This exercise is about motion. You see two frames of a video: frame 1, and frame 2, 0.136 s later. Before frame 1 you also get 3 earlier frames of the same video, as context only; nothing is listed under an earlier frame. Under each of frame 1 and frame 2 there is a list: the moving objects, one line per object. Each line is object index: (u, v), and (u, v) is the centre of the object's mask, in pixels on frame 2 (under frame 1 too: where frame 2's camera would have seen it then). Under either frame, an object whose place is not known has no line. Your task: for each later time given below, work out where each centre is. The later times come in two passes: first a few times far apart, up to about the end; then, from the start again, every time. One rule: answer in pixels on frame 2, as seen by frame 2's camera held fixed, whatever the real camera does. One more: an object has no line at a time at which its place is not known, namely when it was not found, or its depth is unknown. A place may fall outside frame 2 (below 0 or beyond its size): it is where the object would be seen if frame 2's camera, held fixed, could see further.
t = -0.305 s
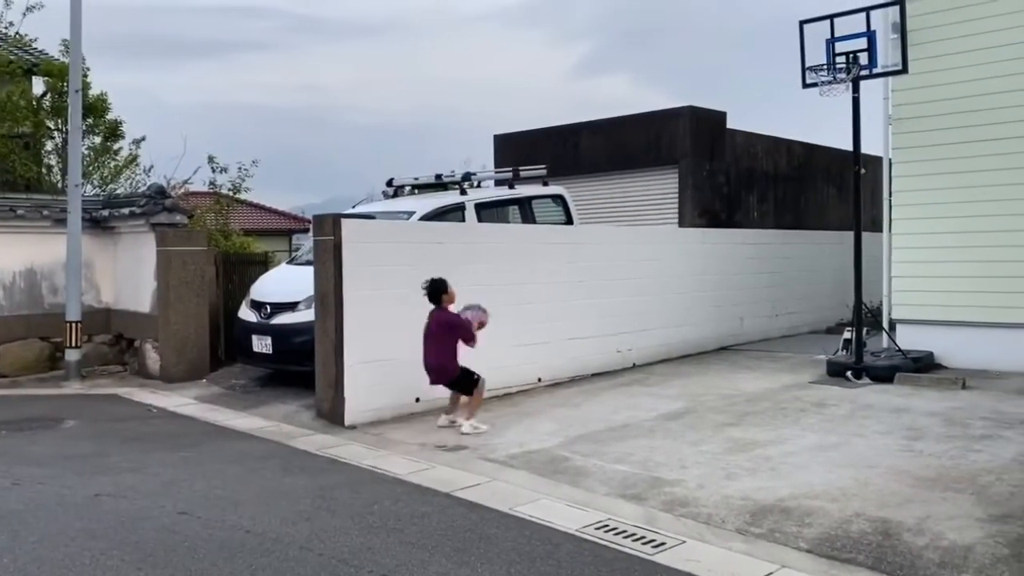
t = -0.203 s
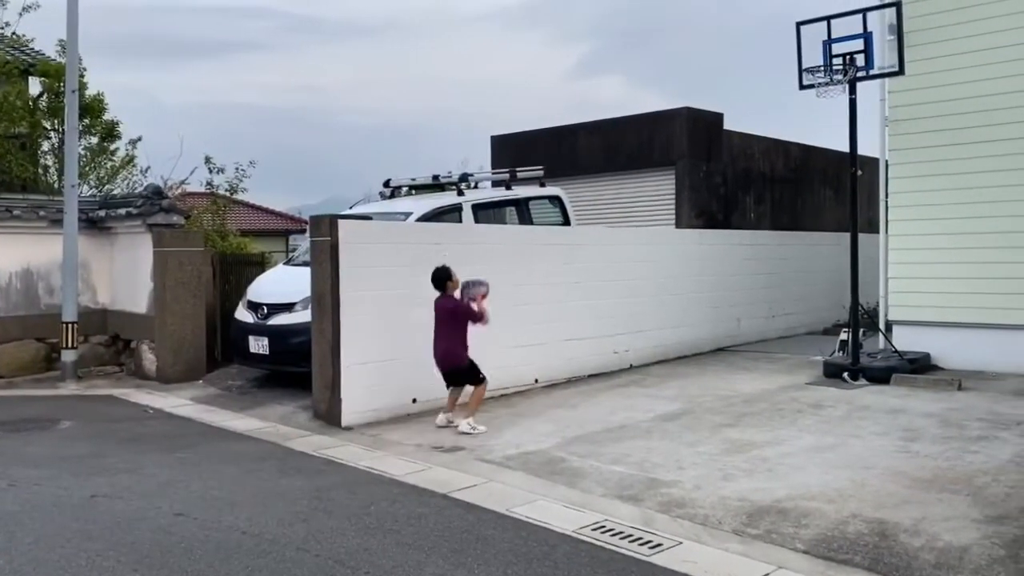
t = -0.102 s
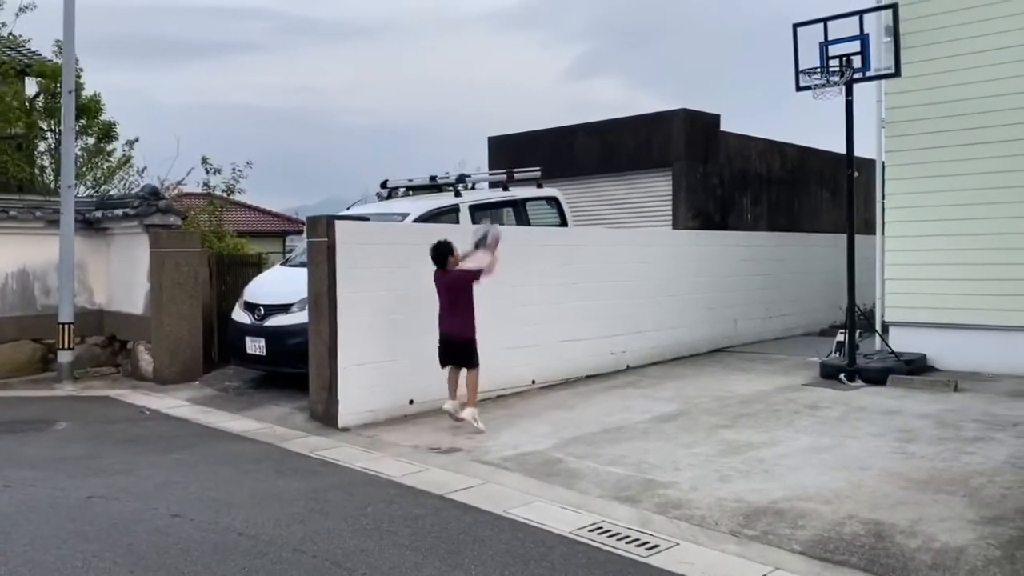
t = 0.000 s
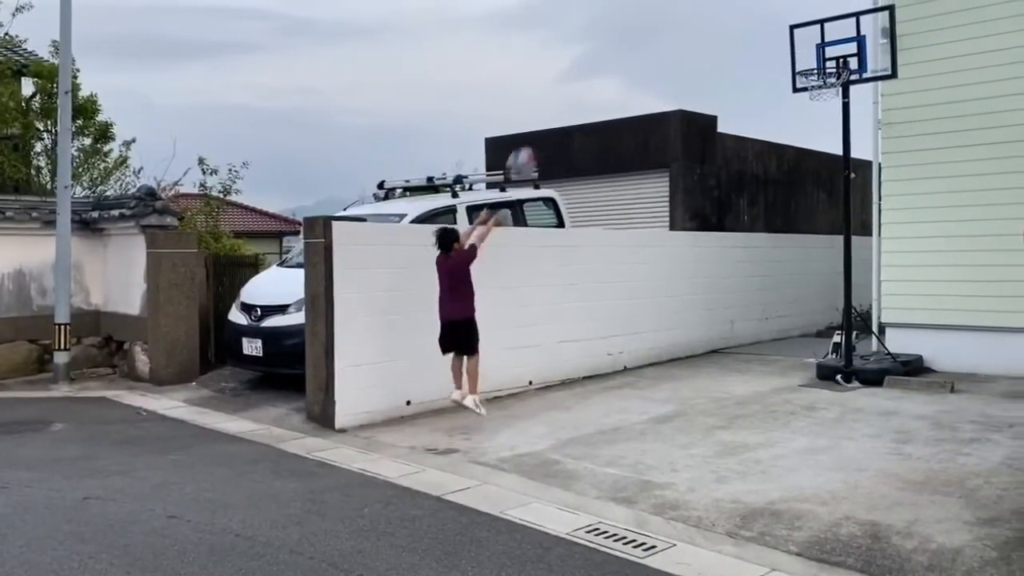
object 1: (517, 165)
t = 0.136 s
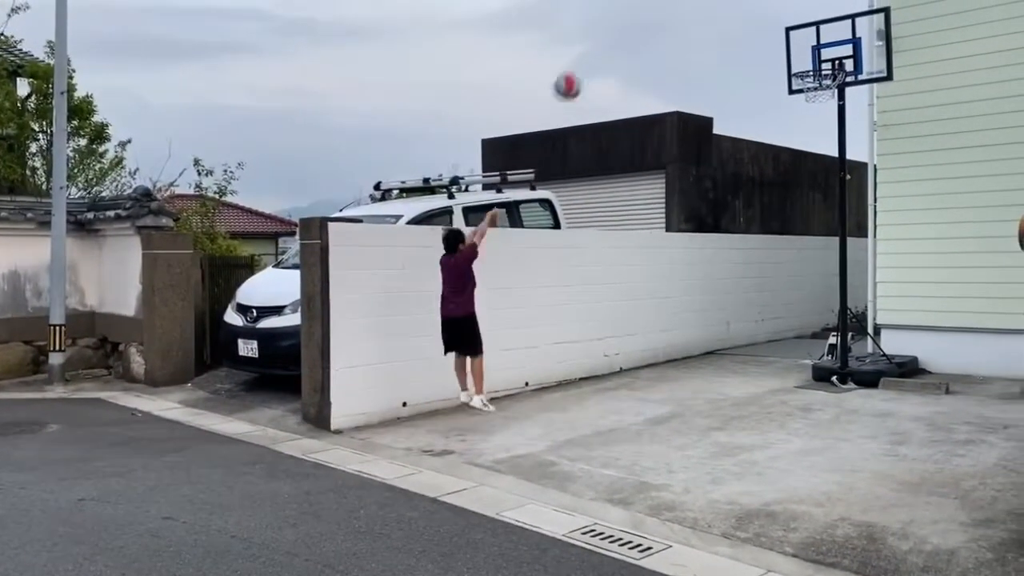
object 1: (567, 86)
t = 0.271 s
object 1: (615, 31)
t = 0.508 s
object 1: (693, -1)
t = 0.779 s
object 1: (773, 19)
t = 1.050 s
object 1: (825, 82)
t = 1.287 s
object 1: (816, 120)
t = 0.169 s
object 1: (579, 71)
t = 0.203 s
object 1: (591, 57)
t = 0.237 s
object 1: (603, 44)
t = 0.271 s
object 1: (615, 31)
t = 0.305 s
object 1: (626, 22)
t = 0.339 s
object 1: (638, 14)
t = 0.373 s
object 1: (649, 8)
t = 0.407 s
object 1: (660, 4)
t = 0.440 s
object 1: (671, 2)
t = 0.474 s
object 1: (681, 1)
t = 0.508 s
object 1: (693, -1)
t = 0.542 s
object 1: (703, -1)
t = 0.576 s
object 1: (713, -1)
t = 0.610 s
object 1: (723, -1)
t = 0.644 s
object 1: (733, 1)
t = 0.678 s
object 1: (744, 2)
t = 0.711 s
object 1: (754, 5)
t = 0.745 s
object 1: (764, 12)
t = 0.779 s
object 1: (773, 19)
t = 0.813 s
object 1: (783, 28)
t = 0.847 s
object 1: (792, 37)
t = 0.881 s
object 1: (804, 48)
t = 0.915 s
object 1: (812, 59)
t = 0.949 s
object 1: (821, 70)
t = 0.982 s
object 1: (822, 80)
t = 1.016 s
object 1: (824, 81)
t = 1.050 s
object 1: (825, 82)
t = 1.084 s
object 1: (824, 84)
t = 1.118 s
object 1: (823, 89)
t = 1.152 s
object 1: (821, 92)
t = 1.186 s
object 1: (820, 96)
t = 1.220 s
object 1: (818, 103)
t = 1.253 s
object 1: (817, 109)
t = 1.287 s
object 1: (816, 120)
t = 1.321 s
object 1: (815, 129)
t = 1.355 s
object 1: (813, 140)
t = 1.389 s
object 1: (812, 153)
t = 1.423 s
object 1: (809, 164)
